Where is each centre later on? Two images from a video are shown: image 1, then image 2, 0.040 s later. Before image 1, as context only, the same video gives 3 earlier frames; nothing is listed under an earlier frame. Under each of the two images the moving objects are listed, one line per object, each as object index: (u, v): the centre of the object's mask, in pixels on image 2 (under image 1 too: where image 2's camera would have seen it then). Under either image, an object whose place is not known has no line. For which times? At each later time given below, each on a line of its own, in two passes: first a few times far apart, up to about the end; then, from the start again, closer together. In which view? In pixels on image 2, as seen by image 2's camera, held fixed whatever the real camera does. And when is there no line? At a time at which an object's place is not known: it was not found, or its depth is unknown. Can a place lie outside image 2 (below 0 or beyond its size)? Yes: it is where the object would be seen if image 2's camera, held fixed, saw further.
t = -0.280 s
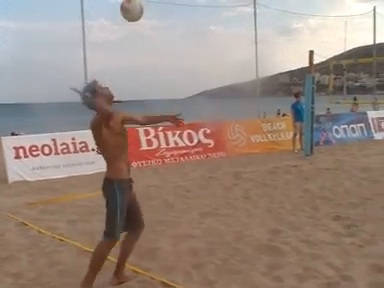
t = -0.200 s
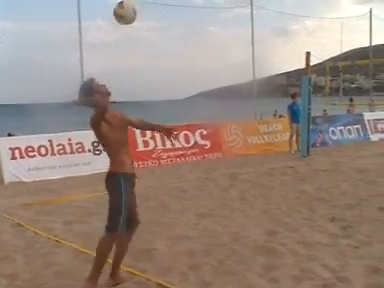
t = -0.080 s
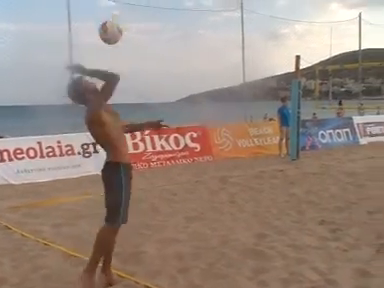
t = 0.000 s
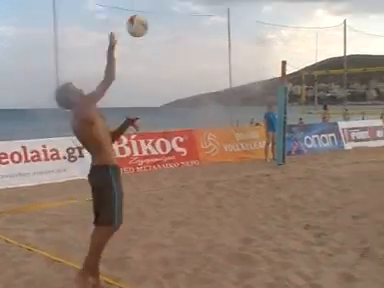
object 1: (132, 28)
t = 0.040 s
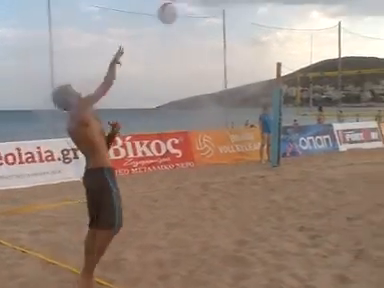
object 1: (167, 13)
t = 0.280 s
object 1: (312, -19)
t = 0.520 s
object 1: (393, -4)
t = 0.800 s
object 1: (454, 41)
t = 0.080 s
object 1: (198, 4)
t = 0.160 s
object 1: (251, -7)
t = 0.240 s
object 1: (294, -16)
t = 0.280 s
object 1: (312, -19)
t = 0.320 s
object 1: (329, -20)
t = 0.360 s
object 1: (344, -18)
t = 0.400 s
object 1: (358, -16)
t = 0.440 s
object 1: (370, -12)
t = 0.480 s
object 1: (382, -8)
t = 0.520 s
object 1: (393, -4)
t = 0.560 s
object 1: (404, 1)
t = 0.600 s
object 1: (414, 6)
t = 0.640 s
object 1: (423, 13)
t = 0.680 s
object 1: (431, 19)
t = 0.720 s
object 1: (439, 26)
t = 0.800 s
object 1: (454, 41)
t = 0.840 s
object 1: (460, 49)
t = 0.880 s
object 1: (468, 56)
